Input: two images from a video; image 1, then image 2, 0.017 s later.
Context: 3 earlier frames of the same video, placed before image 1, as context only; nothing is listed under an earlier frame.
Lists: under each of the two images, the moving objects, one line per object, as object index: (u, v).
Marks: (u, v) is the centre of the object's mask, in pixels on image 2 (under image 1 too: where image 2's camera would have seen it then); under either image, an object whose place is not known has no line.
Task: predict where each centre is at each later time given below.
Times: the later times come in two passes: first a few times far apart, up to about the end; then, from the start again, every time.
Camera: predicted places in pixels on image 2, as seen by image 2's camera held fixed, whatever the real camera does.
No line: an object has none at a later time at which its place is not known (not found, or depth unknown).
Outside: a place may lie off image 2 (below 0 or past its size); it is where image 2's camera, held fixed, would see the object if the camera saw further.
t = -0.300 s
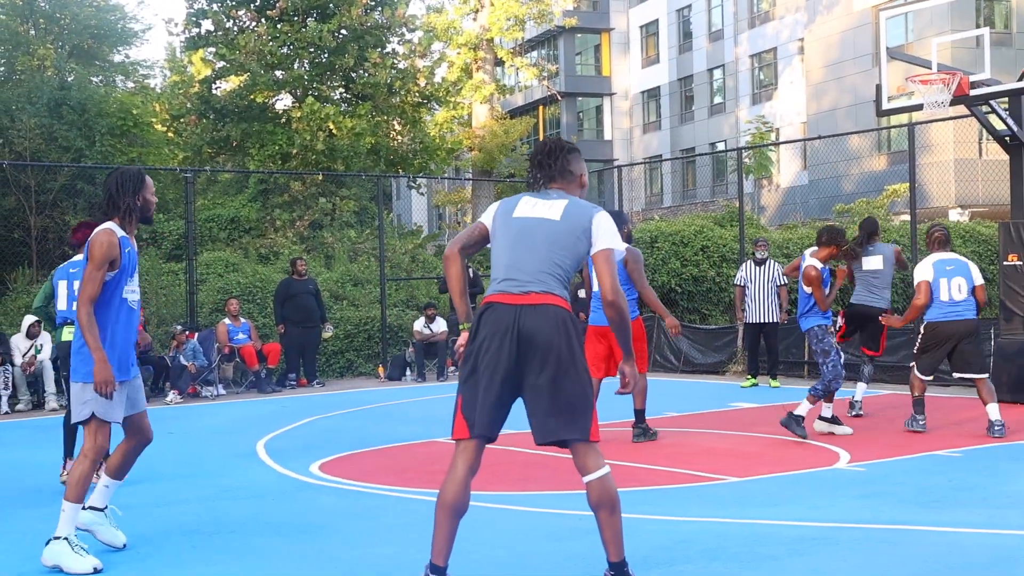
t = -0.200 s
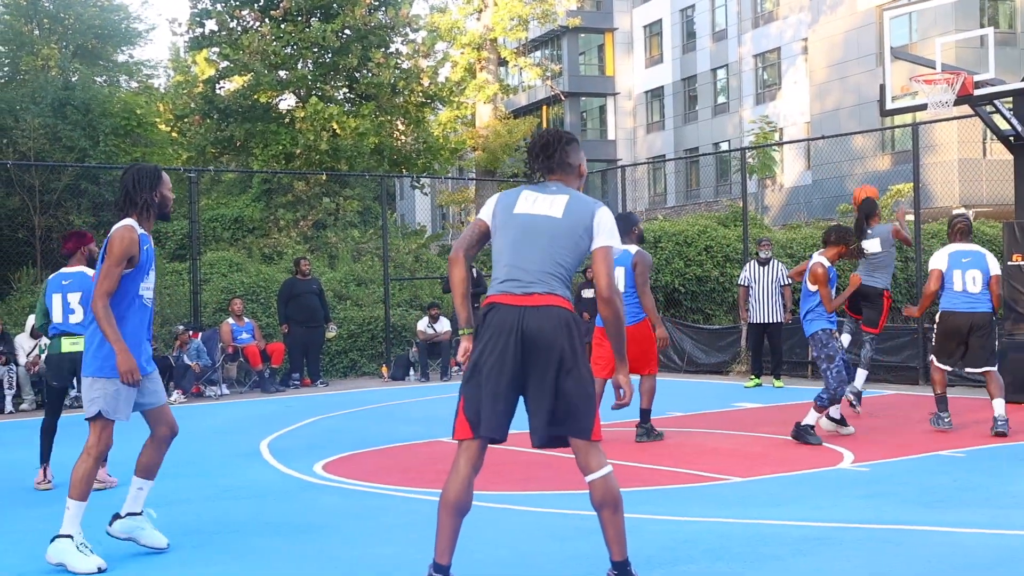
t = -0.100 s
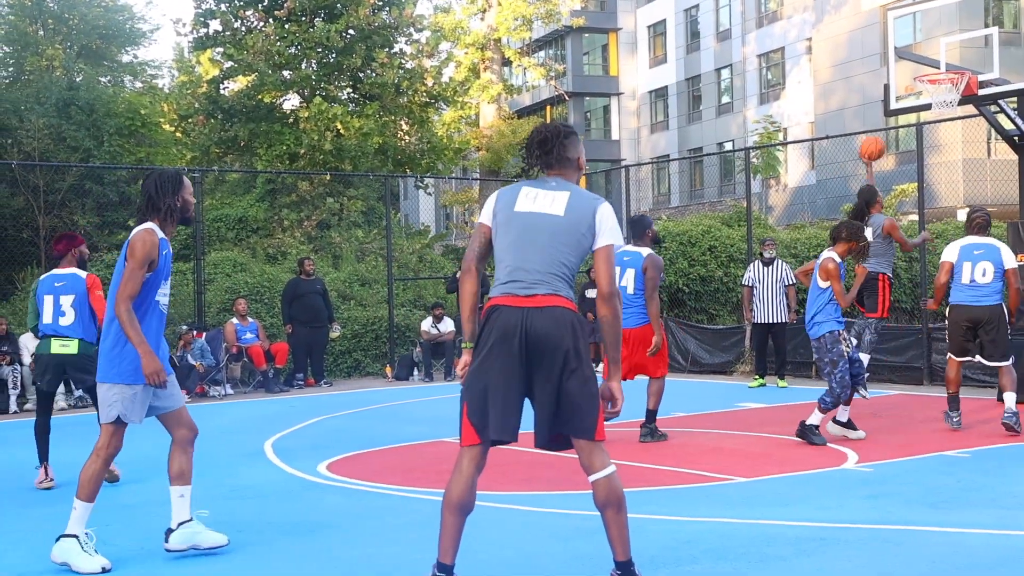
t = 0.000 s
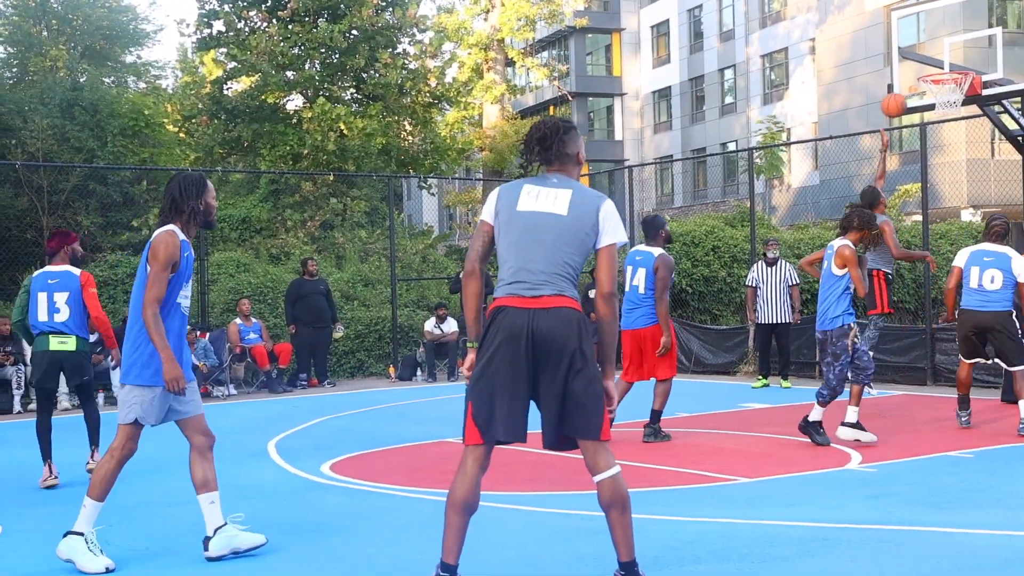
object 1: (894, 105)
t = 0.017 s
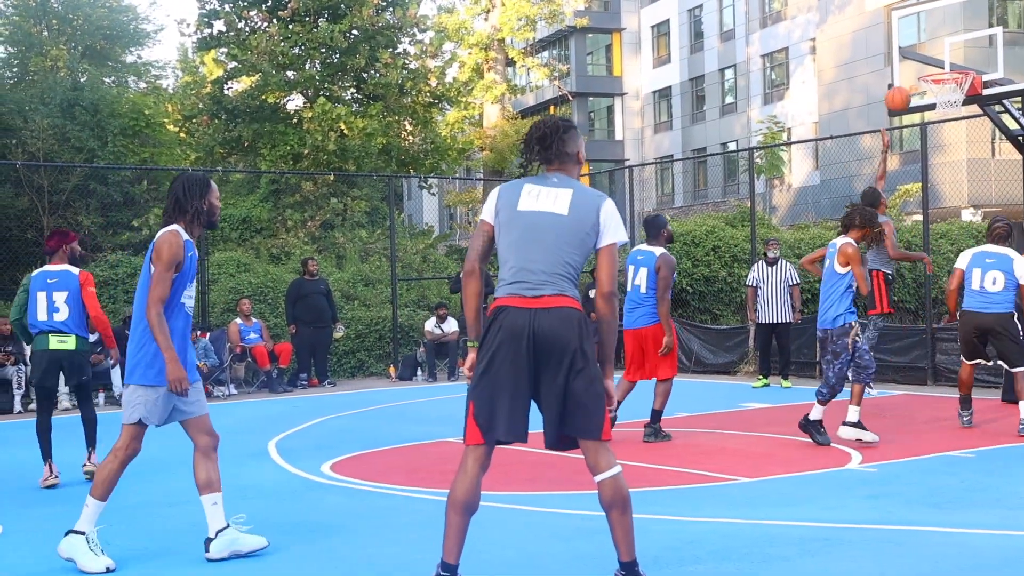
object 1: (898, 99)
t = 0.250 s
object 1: (928, 51)
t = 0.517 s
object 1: (938, 81)
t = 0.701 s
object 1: (944, 111)
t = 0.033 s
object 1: (901, 92)
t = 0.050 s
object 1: (905, 87)
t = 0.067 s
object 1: (908, 81)
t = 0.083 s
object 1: (911, 75)
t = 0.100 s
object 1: (915, 70)
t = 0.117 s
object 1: (919, 65)
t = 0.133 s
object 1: (922, 62)
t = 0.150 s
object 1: (924, 58)
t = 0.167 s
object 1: (925, 56)
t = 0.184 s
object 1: (926, 54)
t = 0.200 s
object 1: (927, 53)
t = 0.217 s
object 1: (927, 52)
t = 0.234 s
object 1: (927, 51)
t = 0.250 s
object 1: (928, 51)
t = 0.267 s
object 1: (928, 50)
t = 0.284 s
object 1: (929, 50)
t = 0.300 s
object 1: (930, 50)
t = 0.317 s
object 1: (930, 51)
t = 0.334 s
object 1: (931, 51)
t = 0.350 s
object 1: (931, 52)
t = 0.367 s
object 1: (931, 53)
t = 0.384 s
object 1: (933, 56)
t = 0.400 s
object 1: (934, 58)
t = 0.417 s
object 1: (934, 60)
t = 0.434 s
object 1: (935, 62)
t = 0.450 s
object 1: (936, 67)
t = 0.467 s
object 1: (936, 69)
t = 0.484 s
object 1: (937, 71)
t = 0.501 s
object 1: (938, 77)
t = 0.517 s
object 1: (938, 81)
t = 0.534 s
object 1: (939, 84)
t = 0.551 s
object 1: (939, 89)
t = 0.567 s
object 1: (940, 90)
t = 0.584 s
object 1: (940, 94)
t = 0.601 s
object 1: (940, 96)
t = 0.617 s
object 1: (941, 99)
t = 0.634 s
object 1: (942, 100)
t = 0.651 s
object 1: (943, 102)
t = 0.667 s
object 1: (942, 109)
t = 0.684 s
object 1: (943, 110)
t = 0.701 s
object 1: (944, 111)
